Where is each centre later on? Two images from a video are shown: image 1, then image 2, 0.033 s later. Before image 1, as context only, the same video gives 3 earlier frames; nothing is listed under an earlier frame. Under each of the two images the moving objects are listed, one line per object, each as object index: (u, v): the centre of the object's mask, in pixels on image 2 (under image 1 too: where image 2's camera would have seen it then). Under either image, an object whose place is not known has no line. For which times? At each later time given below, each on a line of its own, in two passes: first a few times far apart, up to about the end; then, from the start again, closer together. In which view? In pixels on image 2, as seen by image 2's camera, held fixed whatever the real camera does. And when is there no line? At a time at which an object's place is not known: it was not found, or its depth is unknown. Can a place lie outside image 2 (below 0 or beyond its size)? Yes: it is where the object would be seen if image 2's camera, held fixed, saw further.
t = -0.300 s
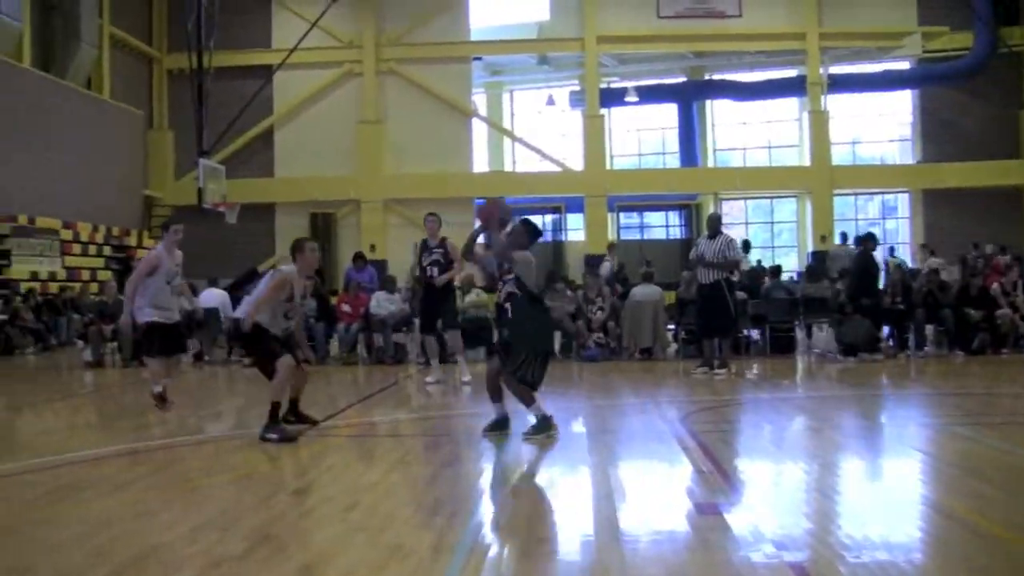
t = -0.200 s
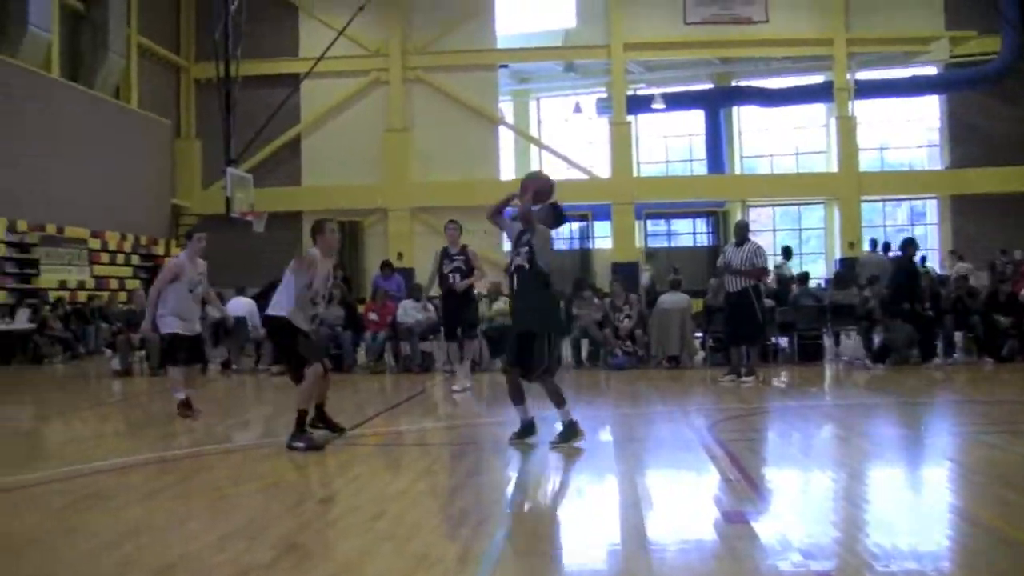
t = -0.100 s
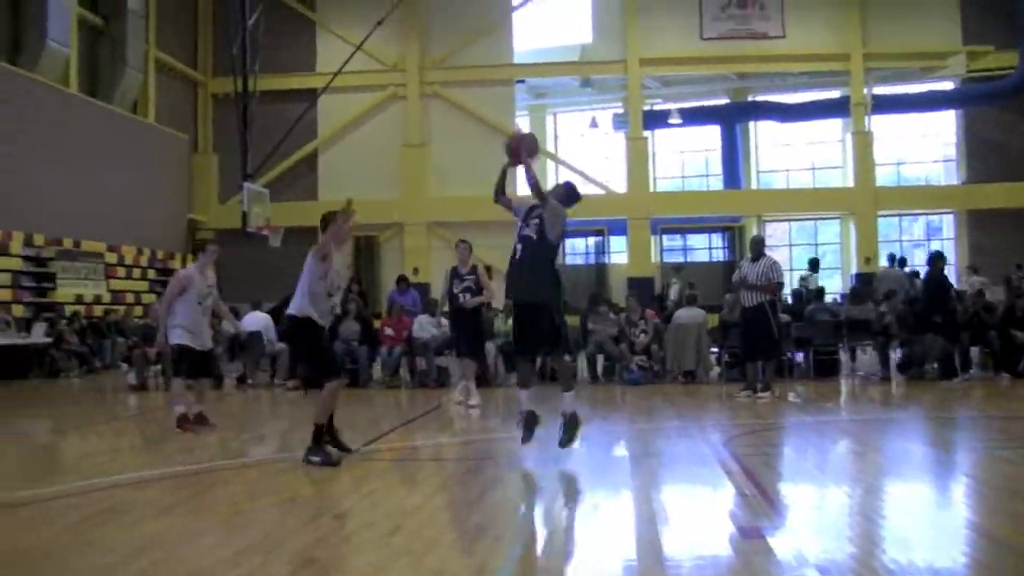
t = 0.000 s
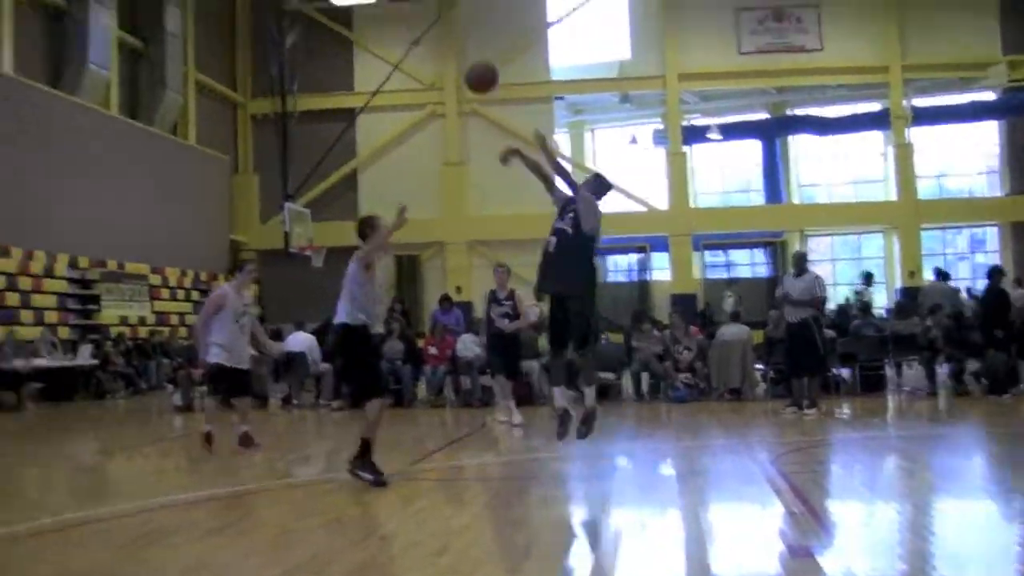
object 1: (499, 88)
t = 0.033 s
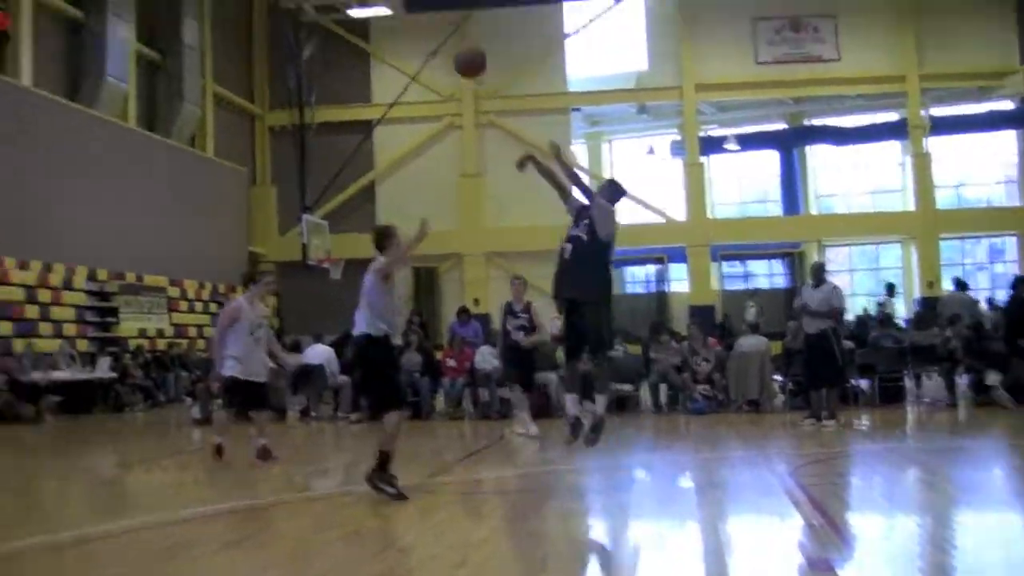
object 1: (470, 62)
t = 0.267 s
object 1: (290, -71)
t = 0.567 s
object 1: (67, -147)
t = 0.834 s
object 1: (-123, -108)
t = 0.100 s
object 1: (415, 14)
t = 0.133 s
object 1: (390, -6)
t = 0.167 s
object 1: (362, -27)
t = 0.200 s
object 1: (337, -44)
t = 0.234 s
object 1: (315, -59)
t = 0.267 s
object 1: (290, -71)
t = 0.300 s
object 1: (267, -82)
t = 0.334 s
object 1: (242, -91)
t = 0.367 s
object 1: (215, -101)
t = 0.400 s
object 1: (191, -109)
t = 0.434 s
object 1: (165, -118)
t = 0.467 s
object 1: (139, -126)
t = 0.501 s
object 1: (114, -133)
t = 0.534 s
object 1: (90, -141)
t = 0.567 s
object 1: (67, -147)
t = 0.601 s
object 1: (43, -147)
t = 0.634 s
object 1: (21, -146)
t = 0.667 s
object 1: (-5, -143)
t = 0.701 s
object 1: (-29, -142)
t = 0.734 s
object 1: (-51, -136)
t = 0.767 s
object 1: (-79, -131)
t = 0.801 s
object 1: (-102, -121)
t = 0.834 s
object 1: (-123, -108)
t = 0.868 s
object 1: (-143, -93)
